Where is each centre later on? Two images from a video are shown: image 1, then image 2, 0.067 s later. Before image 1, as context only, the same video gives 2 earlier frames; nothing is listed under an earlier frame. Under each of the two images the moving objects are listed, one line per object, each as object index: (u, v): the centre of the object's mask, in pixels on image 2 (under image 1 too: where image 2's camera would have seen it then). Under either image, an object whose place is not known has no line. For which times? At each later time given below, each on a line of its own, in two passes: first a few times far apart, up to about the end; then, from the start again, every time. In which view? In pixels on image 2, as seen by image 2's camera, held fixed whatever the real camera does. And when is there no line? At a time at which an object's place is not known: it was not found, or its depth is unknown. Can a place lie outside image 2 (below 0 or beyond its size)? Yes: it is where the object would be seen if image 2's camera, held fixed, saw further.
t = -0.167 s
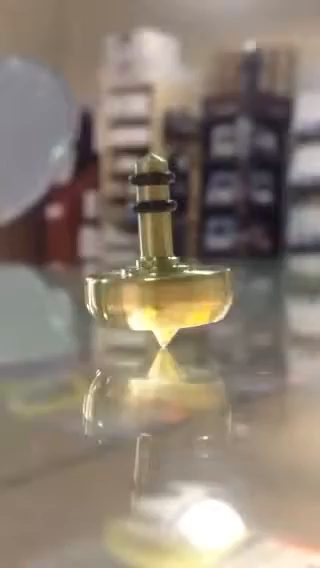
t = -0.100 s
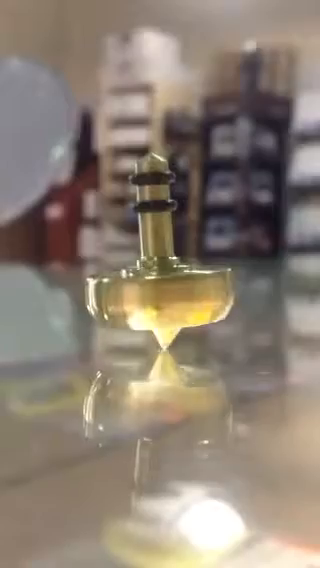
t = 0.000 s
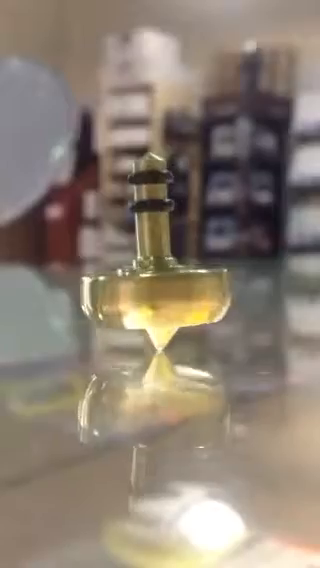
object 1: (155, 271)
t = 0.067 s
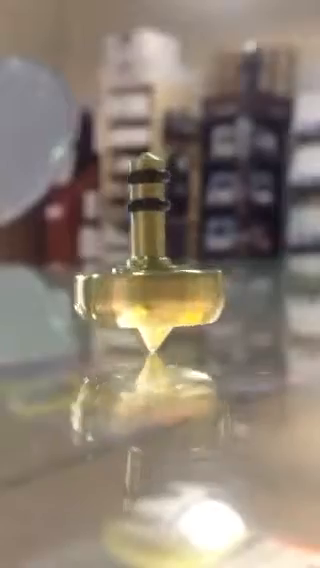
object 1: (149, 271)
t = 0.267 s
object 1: (126, 270)
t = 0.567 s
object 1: (118, 270)
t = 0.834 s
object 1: (145, 270)
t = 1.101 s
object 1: (153, 270)
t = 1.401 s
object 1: (124, 269)
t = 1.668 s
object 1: (115, 270)
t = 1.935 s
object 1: (140, 270)
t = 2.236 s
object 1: (151, 271)
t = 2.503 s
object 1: (125, 270)
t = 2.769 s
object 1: (111, 270)
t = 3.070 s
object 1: (136, 270)
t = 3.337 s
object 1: (149, 269)
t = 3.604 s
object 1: (125, 269)
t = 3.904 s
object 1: (108, 270)
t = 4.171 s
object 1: (130, 270)
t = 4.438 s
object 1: (146, 269)
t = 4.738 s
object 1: (120, 269)
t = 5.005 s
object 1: (103, 270)
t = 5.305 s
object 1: (127, 270)
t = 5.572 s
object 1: (141, 270)
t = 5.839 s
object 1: (118, 270)
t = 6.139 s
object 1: (100, 270)
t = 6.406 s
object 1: (122, 269)
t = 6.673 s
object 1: (138, 269)
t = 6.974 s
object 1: (113, 269)
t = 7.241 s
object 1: (98, 268)
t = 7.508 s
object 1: (118, 269)
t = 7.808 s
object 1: (134, 269)
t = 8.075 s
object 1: (111, 270)
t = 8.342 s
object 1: (95, 269)
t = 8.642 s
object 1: (119, 270)
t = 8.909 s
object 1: (133, 269)
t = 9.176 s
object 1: (111, 269)
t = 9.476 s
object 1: (96, 269)
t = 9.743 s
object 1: (119, 269)
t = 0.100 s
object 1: (146, 270)
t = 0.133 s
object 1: (143, 269)
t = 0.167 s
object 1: (138, 269)
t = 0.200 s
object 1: (134, 269)
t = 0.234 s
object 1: (130, 270)
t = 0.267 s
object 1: (126, 270)
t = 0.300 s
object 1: (123, 270)
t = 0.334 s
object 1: (120, 269)
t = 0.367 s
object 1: (117, 270)
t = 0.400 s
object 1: (116, 270)
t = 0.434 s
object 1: (114, 270)
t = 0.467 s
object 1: (114, 270)
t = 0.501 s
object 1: (114, 270)
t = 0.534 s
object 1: (116, 270)
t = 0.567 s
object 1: (118, 270)
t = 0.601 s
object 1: (120, 270)
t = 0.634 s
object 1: (123, 271)
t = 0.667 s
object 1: (126, 270)
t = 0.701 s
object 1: (130, 270)
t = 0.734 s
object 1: (134, 270)
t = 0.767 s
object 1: (138, 270)
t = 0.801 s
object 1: (142, 270)
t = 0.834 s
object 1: (145, 270)
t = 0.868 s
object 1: (148, 271)
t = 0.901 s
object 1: (150, 271)
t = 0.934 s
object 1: (152, 271)
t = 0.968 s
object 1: (153, 271)
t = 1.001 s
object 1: (154, 271)
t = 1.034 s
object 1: (154, 270)
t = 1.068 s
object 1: (154, 270)
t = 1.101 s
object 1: (153, 270)
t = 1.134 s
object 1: (151, 270)
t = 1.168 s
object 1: (149, 270)
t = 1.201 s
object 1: (146, 270)
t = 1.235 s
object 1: (143, 269)
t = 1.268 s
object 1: (139, 269)
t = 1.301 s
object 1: (135, 269)
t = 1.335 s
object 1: (131, 269)
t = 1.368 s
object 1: (127, 269)
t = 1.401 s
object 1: (124, 269)
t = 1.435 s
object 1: (120, 269)
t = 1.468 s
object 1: (118, 270)
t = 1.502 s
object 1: (117, 270)
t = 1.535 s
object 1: (115, 270)
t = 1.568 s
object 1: (114, 270)
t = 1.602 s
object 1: (114, 270)
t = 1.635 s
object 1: (114, 270)
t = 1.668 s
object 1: (115, 270)
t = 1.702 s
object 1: (117, 270)
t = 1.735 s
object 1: (119, 270)
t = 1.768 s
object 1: (122, 270)
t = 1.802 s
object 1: (125, 270)
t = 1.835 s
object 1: (128, 270)
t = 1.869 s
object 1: (132, 269)
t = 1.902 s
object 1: (136, 270)
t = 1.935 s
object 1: (140, 270)
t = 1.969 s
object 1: (143, 270)
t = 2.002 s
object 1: (145, 270)
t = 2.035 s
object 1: (147, 270)
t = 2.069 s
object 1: (149, 270)
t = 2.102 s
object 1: (151, 270)
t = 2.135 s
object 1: (152, 270)
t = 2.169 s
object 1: (152, 271)
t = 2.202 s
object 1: (152, 270)
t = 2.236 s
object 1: (151, 271)
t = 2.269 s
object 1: (149, 271)
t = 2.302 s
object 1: (146, 271)
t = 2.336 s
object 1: (143, 270)
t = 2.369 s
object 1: (140, 270)
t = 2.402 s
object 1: (137, 270)
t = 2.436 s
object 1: (133, 271)
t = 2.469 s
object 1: (129, 270)
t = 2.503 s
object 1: (125, 270)
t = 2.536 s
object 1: (122, 270)
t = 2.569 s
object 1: (118, 270)
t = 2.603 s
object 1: (115, 270)
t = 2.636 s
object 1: (113, 270)
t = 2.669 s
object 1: (112, 270)
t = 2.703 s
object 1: (111, 270)
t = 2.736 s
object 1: (111, 270)
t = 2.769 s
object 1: (111, 270)
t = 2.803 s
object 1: (112, 270)
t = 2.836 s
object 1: (114, 270)
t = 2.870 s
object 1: (116, 270)
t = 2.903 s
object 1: (118, 269)
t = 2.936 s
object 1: (122, 270)
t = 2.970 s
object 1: (125, 270)
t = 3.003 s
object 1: (129, 270)
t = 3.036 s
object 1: (133, 270)
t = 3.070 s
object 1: (136, 270)
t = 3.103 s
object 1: (139, 270)
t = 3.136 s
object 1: (142, 269)
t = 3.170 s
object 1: (145, 268)
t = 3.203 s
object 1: (147, 269)
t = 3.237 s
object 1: (148, 269)
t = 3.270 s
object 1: (149, 269)
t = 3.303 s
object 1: (149, 269)
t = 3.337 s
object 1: (149, 269)
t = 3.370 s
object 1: (148, 269)
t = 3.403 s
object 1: (146, 269)
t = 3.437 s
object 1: (143, 269)
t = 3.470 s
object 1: (140, 269)
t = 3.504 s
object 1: (137, 269)
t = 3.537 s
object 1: (133, 269)
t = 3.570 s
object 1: (129, 270)
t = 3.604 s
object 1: (125, 269)
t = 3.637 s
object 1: (121, 270)
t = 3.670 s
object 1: (118, 270)
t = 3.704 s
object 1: (114, 270)
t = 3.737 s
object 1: (111, 271)
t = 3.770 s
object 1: (109, 271)
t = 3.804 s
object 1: (108, 270)
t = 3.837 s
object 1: (107, 270)
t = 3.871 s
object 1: (107, 270)
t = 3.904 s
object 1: (108, 270)
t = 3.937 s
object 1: (109, 270)
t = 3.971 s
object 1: (111, 270)
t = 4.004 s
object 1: (113, 270)
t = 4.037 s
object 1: (116, 270)
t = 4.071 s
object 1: (119, 270)
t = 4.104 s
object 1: (122, 270)
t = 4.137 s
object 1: (126, 269)
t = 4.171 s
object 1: (130, 270)
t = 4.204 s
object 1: (133, 269)
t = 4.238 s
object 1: (137, 269)
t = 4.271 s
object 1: (139, 269)
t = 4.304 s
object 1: (141, 269)
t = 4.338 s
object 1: (143, 268)
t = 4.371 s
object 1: (145, 268)
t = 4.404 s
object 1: (145, 268)
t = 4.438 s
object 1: (146, 269)
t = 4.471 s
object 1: (145, 269)
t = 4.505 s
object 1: (144, 269)
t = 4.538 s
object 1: (142, 269)
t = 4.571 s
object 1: (139, 270)
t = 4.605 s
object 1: (136, 269)
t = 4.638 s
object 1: (132, 270)
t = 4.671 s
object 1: (128, 270)
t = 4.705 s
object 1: (124, 269)
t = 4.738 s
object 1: (120, 269)
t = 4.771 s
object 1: (117, 270)
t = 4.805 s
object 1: (113, 269)
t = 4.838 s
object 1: (109, 271)
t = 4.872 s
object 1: (107, 270)
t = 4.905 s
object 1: (105, 270)
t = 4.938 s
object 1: (104, 270)
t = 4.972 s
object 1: (103, 270)
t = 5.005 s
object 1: (103, 270)
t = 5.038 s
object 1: (103, 270)
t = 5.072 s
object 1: (105, 270)
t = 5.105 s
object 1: (108, 270)
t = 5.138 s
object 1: (110, 270)
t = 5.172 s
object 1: (113, 270)
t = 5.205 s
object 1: (116, 270)
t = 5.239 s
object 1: (120, 270)
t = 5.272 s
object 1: (123, 269)
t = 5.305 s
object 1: (127, 270)
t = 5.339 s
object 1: (131, 269)
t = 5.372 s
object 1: (134, 269)
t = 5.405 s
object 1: (136, 269)
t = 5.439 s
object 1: (139, 269)
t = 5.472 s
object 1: (141, 269)
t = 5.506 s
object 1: (141, 269)
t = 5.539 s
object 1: (142, 269)
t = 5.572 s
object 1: (141, 270)
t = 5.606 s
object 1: (140, 270)
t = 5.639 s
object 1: (139, 270)
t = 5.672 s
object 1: (137, 270)
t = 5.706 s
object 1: (133, 270)
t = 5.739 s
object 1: (130, 269)
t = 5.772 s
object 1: (126, 269)
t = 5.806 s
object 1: (122, 270)
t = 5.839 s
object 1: (118, 270)
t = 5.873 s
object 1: (114, 270)
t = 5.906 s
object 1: (111, 270)
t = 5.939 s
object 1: (108, 270)
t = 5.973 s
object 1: (105, 269)
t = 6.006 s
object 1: (103, 270)
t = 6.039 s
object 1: (101, 269)
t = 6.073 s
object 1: (100, 270)
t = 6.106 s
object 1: (100, 269)
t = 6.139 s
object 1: (100, 270)
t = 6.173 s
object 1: (101, 270)
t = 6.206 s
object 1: (103, 269)
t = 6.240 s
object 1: (106, 269)
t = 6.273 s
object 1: (108, 270)
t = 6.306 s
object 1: (112, 270)
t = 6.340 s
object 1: (115, 270)
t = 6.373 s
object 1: (118, 270)
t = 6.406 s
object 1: (122, 269)
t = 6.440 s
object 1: (126, 270)
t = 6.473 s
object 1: (129, 269)
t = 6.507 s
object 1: (132, 270)
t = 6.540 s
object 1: (134, 269)
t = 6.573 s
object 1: (136, 269)
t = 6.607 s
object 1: (137, 269)
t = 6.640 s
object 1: (138, 269)
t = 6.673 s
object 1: (138, 269)
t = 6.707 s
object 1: (138, 270)
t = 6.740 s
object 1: (136, 270)
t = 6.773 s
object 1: (134, 270)
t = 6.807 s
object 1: (132, 269)
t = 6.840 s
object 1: (128, 269)
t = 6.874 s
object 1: (125, 269)
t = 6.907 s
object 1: (121, 269)
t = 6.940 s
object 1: (117, 269)
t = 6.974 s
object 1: (113, 269)
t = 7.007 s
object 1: (110, 269)
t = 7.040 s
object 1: (106, 269)
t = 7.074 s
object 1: (104, 269)
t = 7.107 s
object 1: (102, 268)
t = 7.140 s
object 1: (100, 268)
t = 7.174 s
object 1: (99, 268)
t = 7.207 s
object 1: (98, 268)
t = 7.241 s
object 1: (98, 268)
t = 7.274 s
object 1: (99, 268)
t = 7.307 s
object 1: (100, 269)
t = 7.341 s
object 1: (102, 269)
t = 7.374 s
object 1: (105, 269)
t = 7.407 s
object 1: (108, 269)
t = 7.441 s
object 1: (111, 269)
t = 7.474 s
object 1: (114, 269)
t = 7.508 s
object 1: (118, 269)
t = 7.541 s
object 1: (121, 269)
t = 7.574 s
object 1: (124, 269)
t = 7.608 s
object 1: (128, 268)
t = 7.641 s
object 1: (130, 269)
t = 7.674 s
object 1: (132, 268)
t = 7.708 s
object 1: (134, 268)
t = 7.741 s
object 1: (134, 268)
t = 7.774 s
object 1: (134, 268)
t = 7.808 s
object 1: (134, 269)
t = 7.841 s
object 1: (133, 269)
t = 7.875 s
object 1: (131, 269)
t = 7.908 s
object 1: (128, 269)
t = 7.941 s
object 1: (125, 269)
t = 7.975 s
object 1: (122, 270)
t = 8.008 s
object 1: (119, 269)
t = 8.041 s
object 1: (115, 270)
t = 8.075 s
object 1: (111, 270)
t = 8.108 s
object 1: (107, 269)
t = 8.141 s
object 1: (104, 269)
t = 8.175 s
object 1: (101, 269)
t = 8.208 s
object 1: (99, 269)
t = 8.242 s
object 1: (97, 269)
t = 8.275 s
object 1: (96, 269)
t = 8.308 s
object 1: (95, 269)
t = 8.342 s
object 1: (95, 269)
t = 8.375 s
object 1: (96, 269)
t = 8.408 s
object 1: (98, 270)
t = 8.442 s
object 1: (100, 270)
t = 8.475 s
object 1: (102, 270)
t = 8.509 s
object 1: (105, 271)
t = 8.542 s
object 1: (109, 271)
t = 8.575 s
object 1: (113, 271)
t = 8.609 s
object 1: (116, 270)
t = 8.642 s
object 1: (119, 270)
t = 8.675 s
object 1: (123, 270)
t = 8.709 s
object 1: (126, 269)
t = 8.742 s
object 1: (129, 269)
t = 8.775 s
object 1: (131, 268)
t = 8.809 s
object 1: (132, 268)
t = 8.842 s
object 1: (133, 269)
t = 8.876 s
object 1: (133, 269)
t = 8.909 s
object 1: (133, 269)
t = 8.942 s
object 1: (133, 269)
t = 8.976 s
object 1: (130, 270)
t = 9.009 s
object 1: (128, 269)
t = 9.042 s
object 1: (125, 269)
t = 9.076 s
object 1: (122, 269)
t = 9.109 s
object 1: (118, 269)
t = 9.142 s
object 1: (114, 270)
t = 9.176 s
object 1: (111, 269)
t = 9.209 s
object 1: (107, 269)
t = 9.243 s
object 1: (104, 269)
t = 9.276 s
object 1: (101, 269)
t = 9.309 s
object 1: (99, 268)
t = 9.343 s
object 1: (98, 268)
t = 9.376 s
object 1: (96, 269)
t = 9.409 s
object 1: (96, 269)
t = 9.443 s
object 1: (96, 269)
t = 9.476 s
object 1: (96, 269)
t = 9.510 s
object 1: (97, 270)
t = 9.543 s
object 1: (99, 269)
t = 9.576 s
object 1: (102, 269)
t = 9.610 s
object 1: (105, 269)
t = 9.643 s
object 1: (109, 269)
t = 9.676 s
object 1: (112, 269)
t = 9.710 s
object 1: (116, 269)
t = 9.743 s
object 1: (119, 269)
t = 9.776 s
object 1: (123, 270)
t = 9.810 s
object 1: (125, 269)
